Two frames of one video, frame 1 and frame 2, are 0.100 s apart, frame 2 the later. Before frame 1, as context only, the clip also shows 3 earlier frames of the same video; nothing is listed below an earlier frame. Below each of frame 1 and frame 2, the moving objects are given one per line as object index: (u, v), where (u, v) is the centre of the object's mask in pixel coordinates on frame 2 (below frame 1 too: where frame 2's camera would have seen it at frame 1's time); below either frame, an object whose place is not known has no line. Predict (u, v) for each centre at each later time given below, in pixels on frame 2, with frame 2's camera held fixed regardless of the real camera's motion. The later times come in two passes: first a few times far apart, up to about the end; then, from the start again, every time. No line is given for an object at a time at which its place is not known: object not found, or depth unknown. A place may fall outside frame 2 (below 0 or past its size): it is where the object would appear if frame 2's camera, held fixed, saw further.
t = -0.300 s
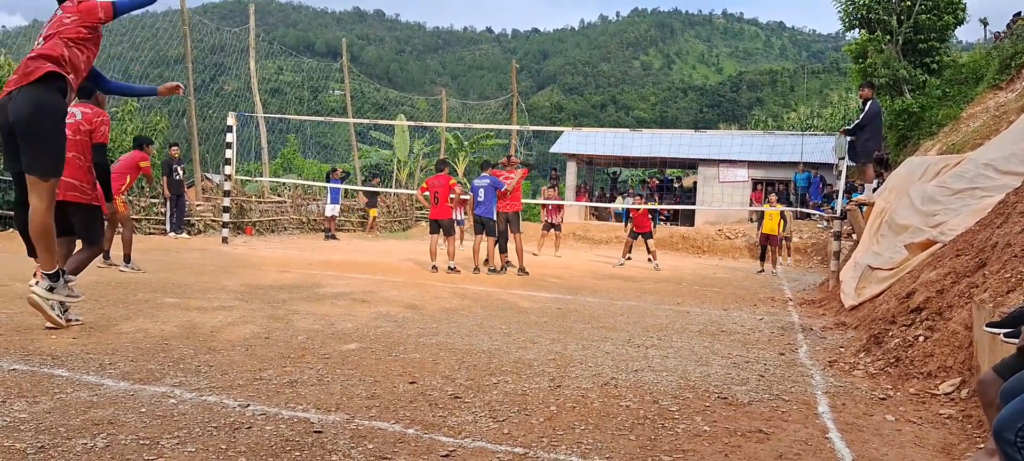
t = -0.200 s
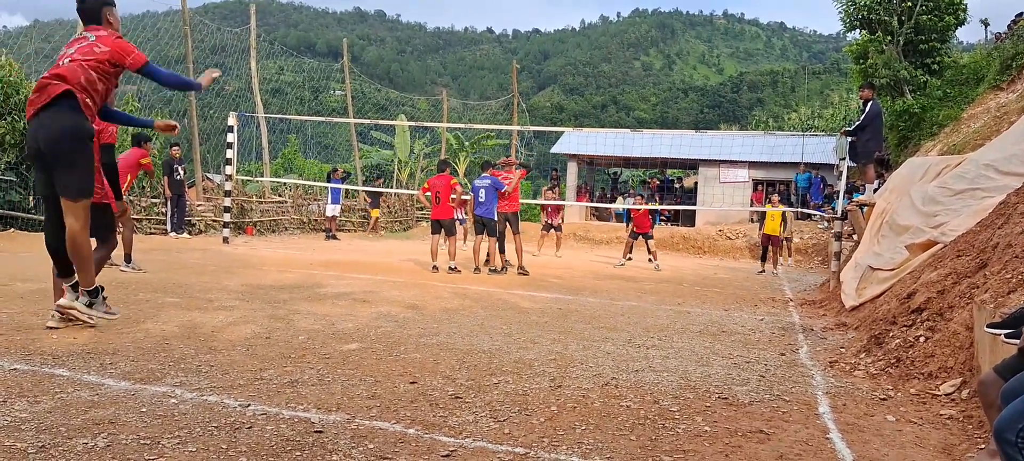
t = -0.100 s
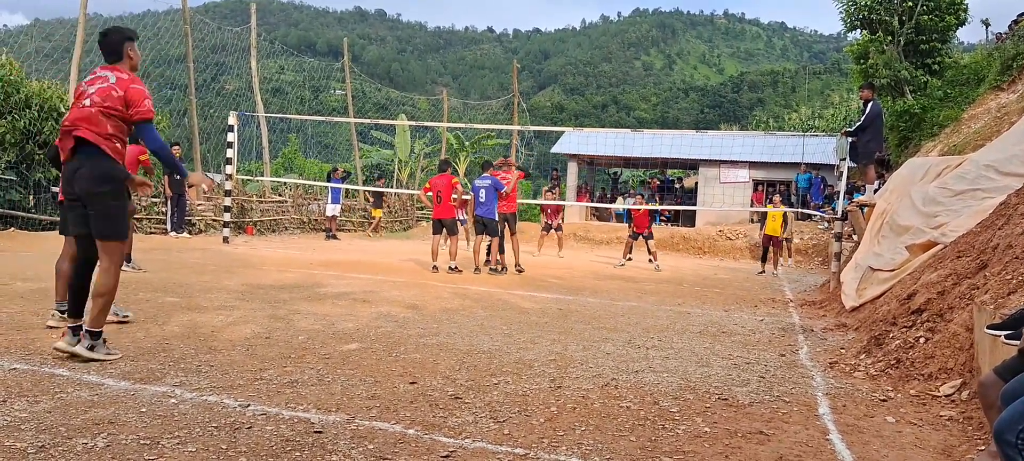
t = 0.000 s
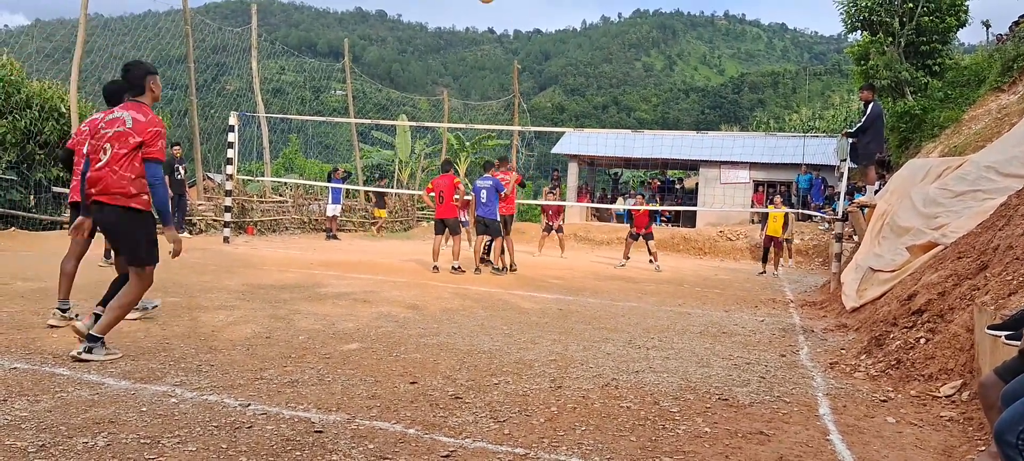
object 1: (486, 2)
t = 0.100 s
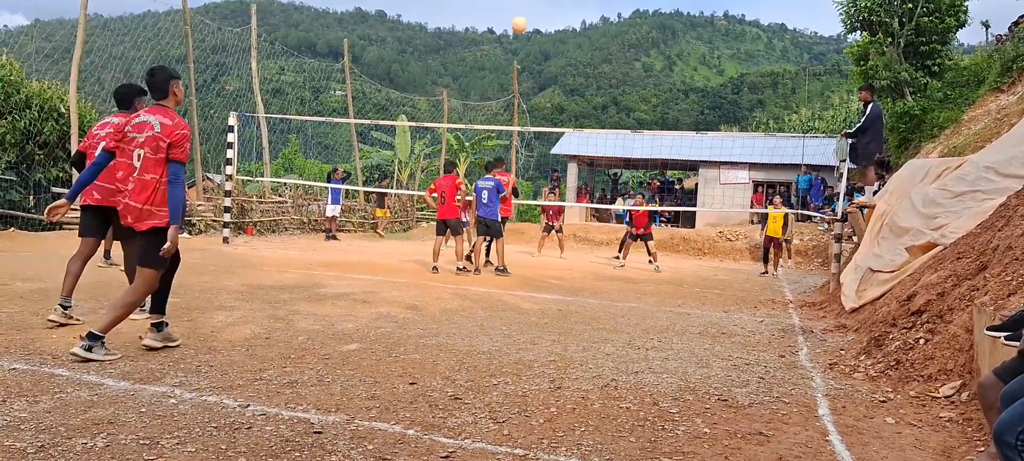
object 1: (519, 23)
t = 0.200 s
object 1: (545, 54)
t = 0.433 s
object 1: (588, 123)
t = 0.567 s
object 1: (605, 162)
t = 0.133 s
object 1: (528, 34)
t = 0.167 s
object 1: (537, 44)
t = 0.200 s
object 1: (545, 54)
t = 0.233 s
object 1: (553, 64)
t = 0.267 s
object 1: (560, 74)
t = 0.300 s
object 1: (567, 84)
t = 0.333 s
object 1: (573, 94)
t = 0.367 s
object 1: (578, 103)
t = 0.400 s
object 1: (583, 114)
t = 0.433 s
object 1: (588, 123)
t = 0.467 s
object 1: (593, 133)
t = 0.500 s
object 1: (597, 143)
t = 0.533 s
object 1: (601, 153)
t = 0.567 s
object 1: (605, 162)
